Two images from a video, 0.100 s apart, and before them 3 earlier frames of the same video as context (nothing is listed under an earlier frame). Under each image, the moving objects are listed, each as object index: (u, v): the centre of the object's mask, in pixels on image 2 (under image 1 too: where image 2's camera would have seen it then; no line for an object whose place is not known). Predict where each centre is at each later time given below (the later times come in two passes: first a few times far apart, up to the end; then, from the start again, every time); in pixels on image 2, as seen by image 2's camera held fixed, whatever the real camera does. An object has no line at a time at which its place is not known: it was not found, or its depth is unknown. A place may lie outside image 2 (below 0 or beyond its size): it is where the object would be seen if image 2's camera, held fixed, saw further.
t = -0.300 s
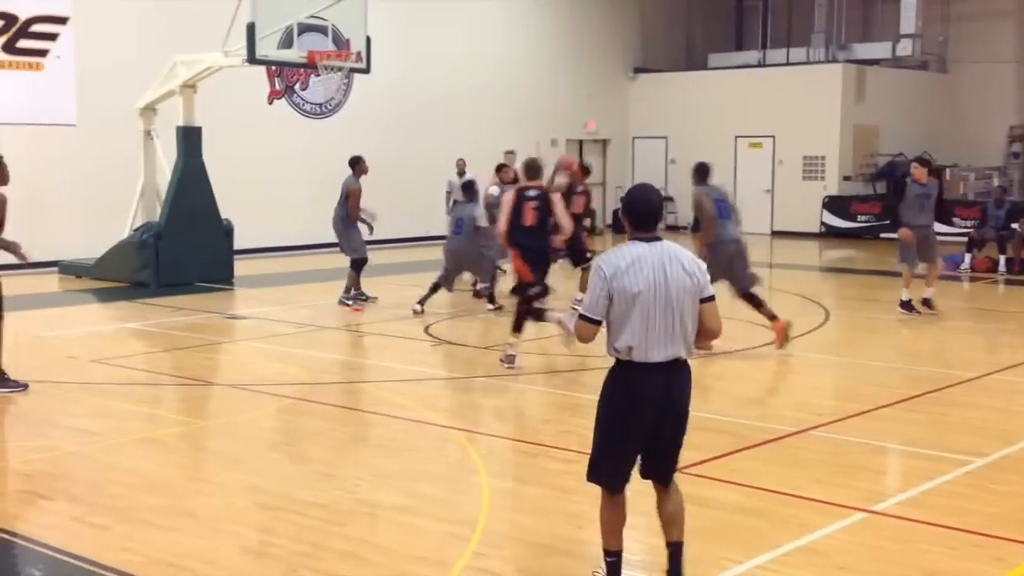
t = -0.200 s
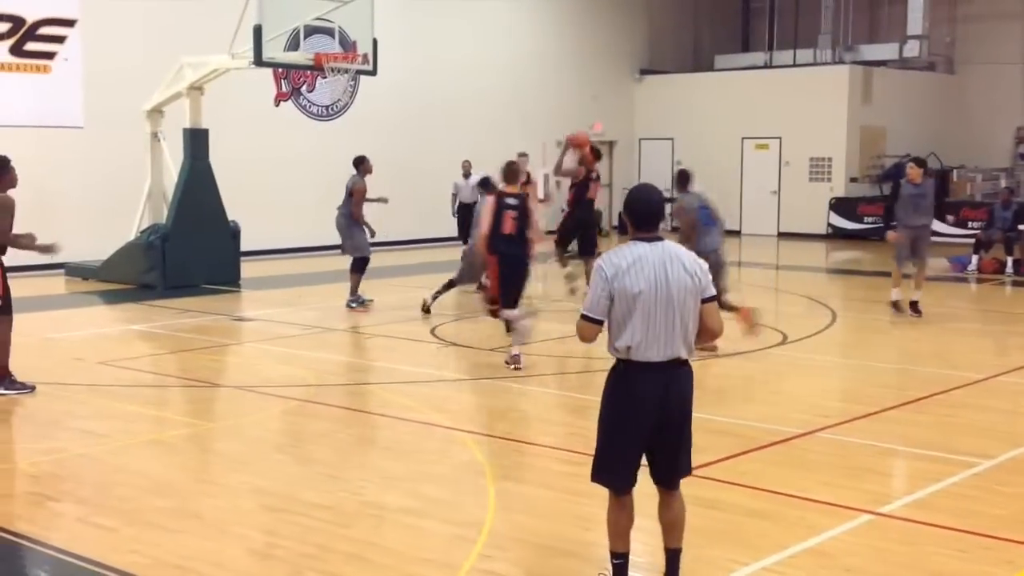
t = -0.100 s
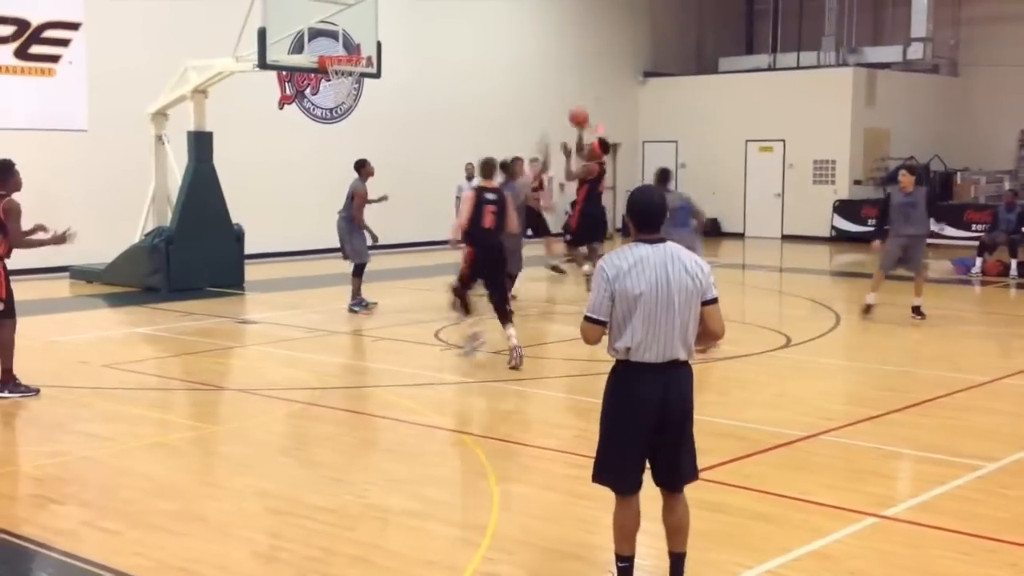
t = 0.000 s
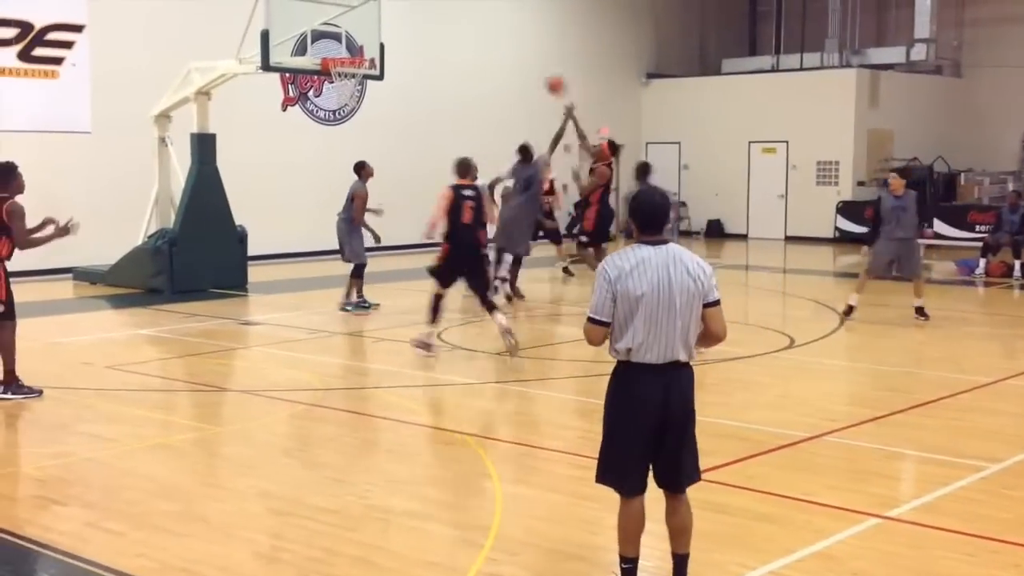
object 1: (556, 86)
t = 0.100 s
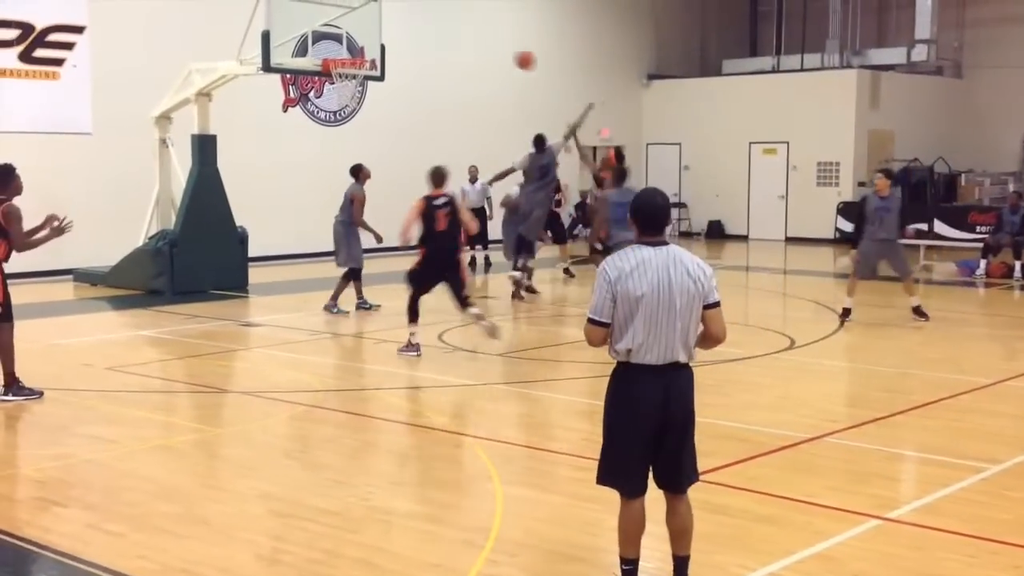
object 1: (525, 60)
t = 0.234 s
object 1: (484, 38)
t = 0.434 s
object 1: (424, 33)
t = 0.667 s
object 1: (388, 50)
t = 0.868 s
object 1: (436, 52)
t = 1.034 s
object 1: (476, 78)
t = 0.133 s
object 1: (515, 53)
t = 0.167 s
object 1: (506, 47)
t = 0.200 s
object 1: (494, 42)
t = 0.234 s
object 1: (484, 38)
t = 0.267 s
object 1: (474, 35)
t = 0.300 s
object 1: (463, 33)
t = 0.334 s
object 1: (453, 32)
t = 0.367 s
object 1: (443, 31)
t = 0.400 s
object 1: (433, 32)
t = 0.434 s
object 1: (424, 33)
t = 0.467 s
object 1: (414, 36)
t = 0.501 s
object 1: (404, 39)
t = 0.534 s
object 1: (395, 43)
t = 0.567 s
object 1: (385, 48)
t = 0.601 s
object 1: (377, 53)
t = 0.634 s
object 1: (380, 52)
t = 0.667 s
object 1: (388, 50)
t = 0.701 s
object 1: (396, 48)
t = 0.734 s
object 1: (404, 48)
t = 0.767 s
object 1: (412, 47)
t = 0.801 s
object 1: (420, 48)
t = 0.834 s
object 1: (428, 50)
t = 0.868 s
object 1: (436, 52)
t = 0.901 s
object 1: (444, 56)
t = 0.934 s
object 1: (452, 60)
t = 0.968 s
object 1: (460, 65)
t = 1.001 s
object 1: (468, 71)
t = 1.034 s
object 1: (476, 78)
